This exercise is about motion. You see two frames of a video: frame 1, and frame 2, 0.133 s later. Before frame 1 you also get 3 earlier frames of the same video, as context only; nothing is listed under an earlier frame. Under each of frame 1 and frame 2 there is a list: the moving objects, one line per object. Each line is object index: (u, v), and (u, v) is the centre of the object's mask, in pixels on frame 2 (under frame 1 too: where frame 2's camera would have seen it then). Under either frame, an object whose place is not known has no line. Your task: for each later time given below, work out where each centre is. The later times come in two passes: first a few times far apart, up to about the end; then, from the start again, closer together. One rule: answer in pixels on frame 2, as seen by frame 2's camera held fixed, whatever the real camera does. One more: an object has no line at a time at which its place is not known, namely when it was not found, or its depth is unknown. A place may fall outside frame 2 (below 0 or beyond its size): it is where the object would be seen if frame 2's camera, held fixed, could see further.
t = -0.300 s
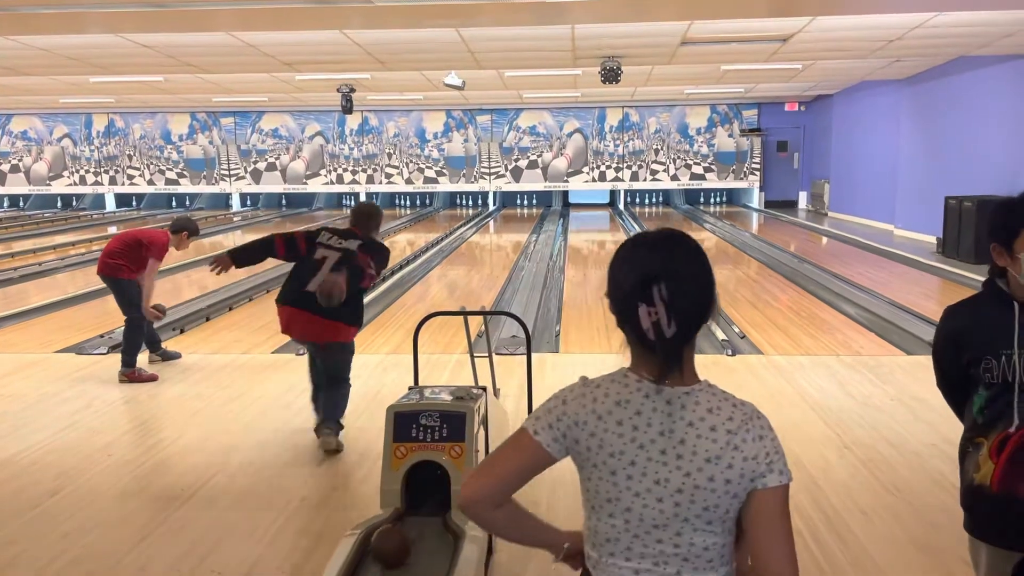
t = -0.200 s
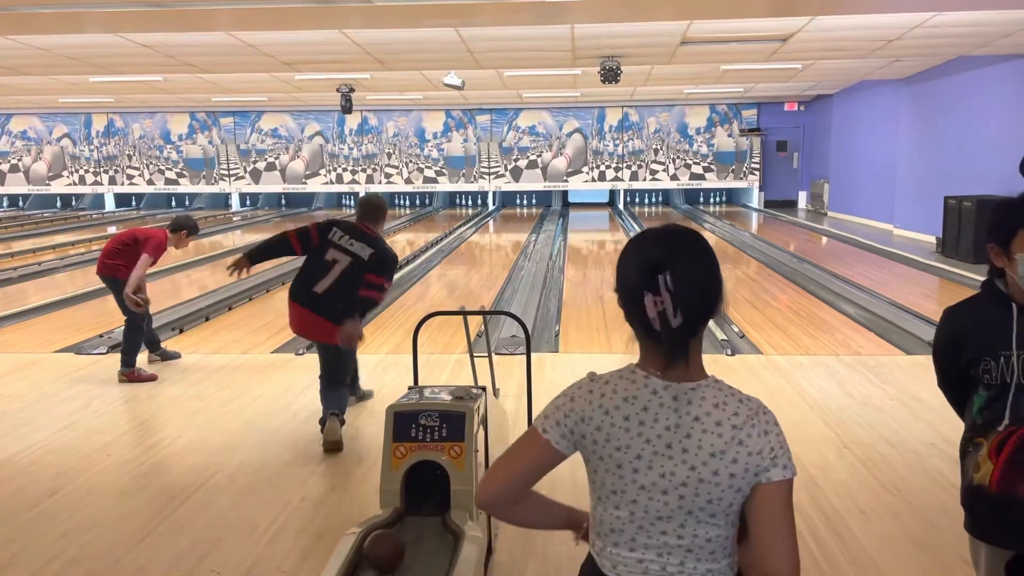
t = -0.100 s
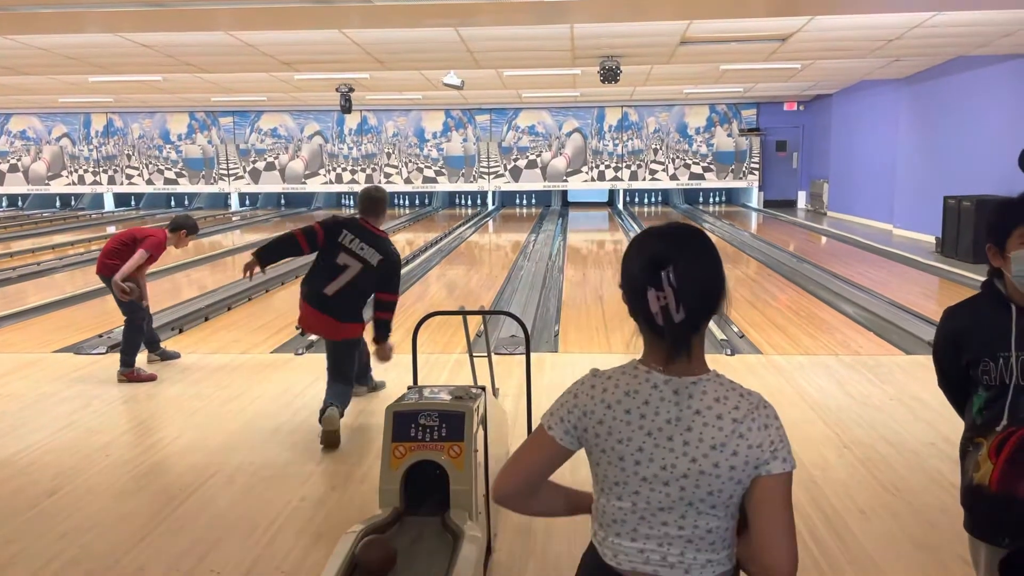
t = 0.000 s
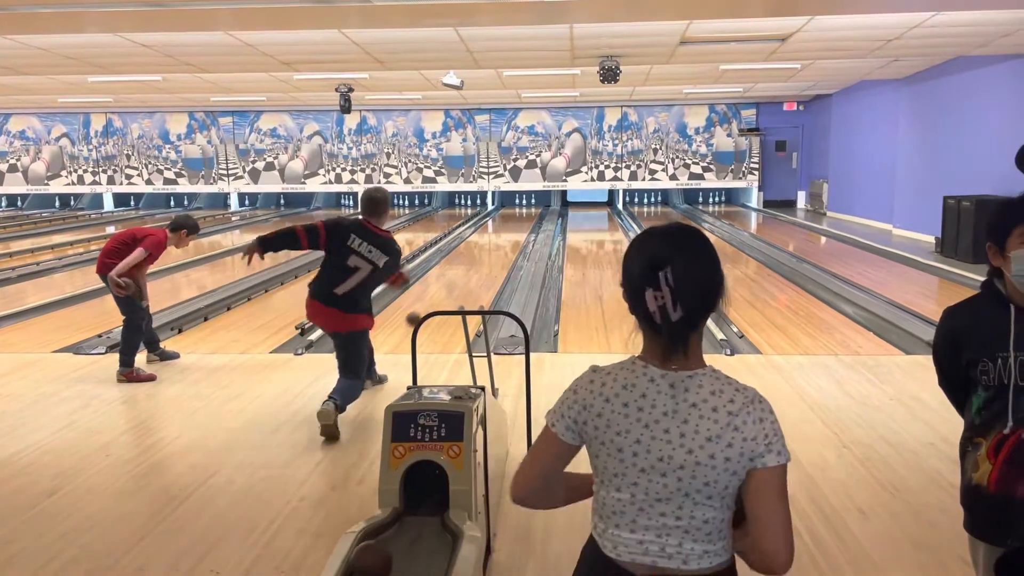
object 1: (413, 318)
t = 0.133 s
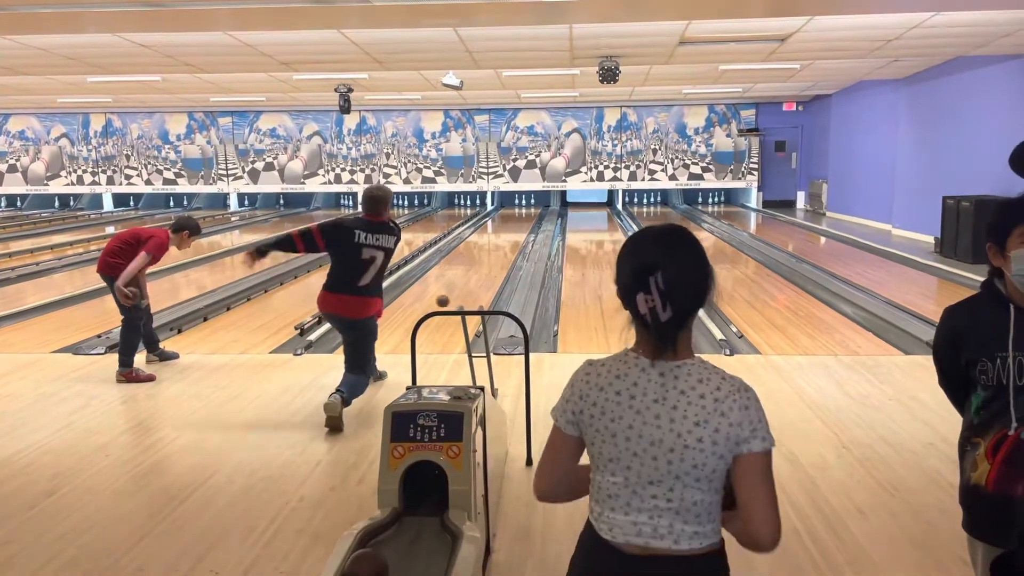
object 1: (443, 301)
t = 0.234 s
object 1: (459, 302)
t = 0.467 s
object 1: (485, 271)
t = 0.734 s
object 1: (503, 249)
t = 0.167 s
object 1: (449, 300)
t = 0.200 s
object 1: (454, 301)
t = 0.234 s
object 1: (459, 302)
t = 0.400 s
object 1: (479, 279)
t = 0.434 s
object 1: (482, 275)
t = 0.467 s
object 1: (485, 271)
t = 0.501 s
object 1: (488, 268)
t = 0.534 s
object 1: (490, 265)
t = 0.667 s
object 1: (500, 254)
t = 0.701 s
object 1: (501, 251)
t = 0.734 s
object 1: (503, 249)
